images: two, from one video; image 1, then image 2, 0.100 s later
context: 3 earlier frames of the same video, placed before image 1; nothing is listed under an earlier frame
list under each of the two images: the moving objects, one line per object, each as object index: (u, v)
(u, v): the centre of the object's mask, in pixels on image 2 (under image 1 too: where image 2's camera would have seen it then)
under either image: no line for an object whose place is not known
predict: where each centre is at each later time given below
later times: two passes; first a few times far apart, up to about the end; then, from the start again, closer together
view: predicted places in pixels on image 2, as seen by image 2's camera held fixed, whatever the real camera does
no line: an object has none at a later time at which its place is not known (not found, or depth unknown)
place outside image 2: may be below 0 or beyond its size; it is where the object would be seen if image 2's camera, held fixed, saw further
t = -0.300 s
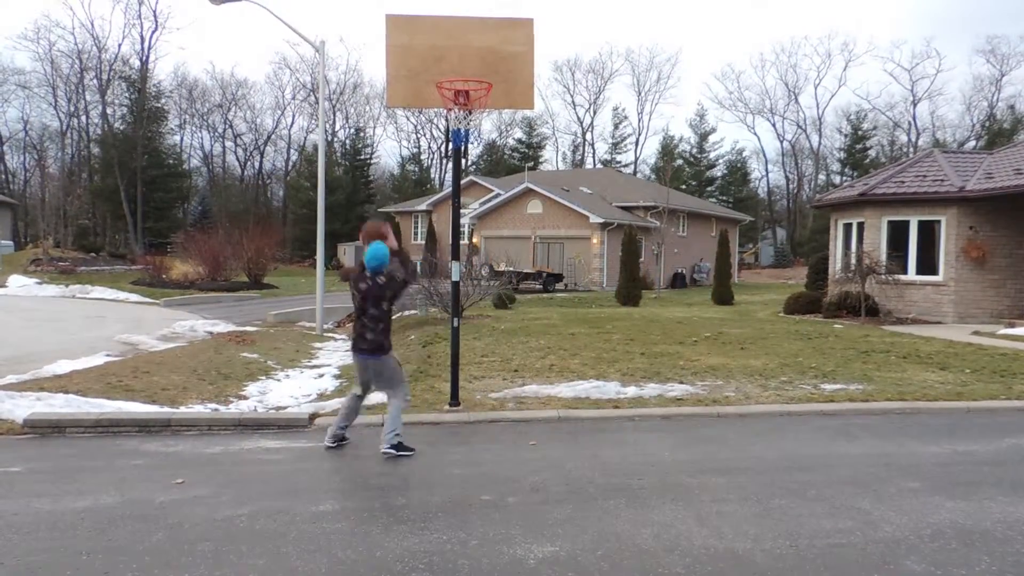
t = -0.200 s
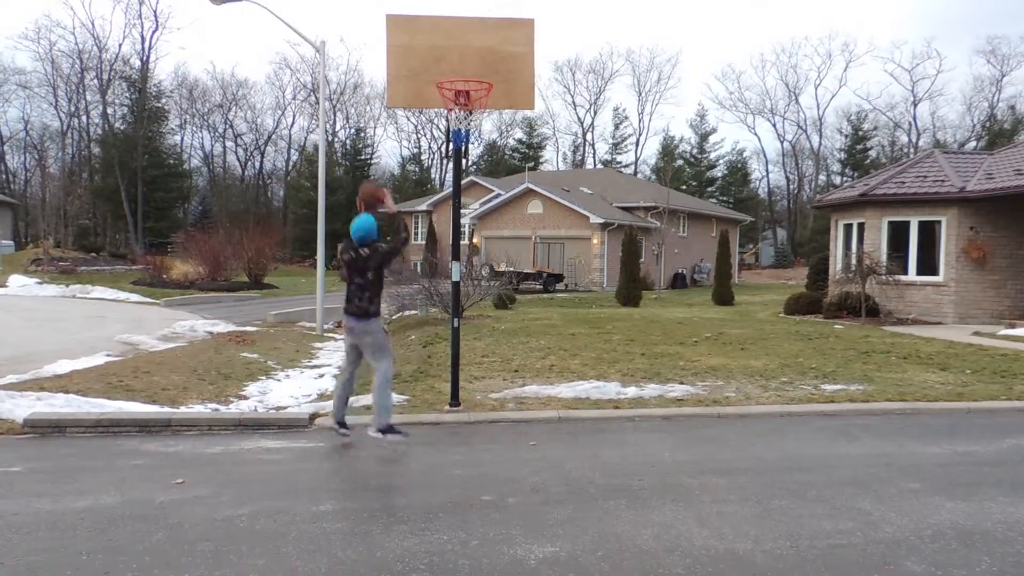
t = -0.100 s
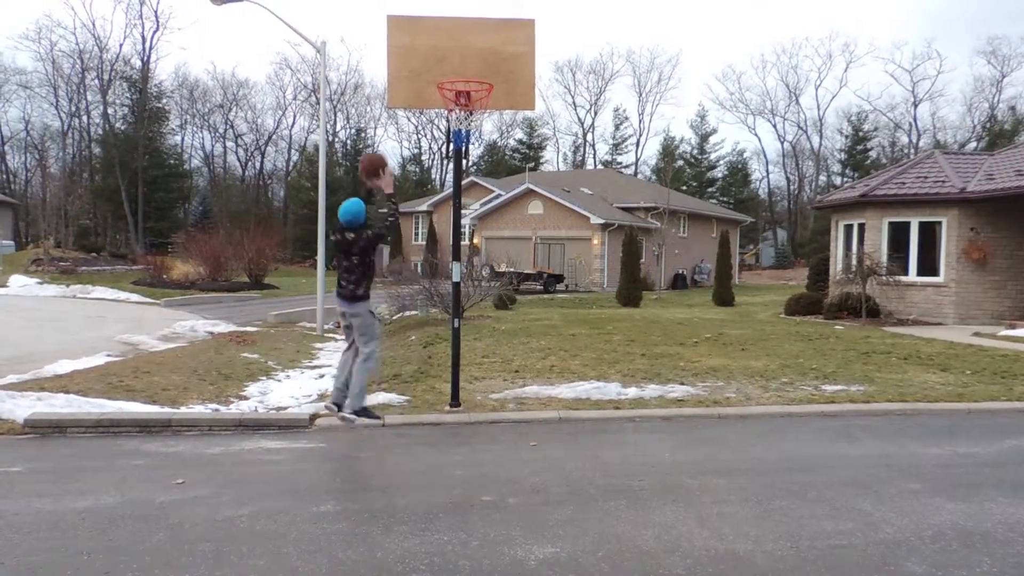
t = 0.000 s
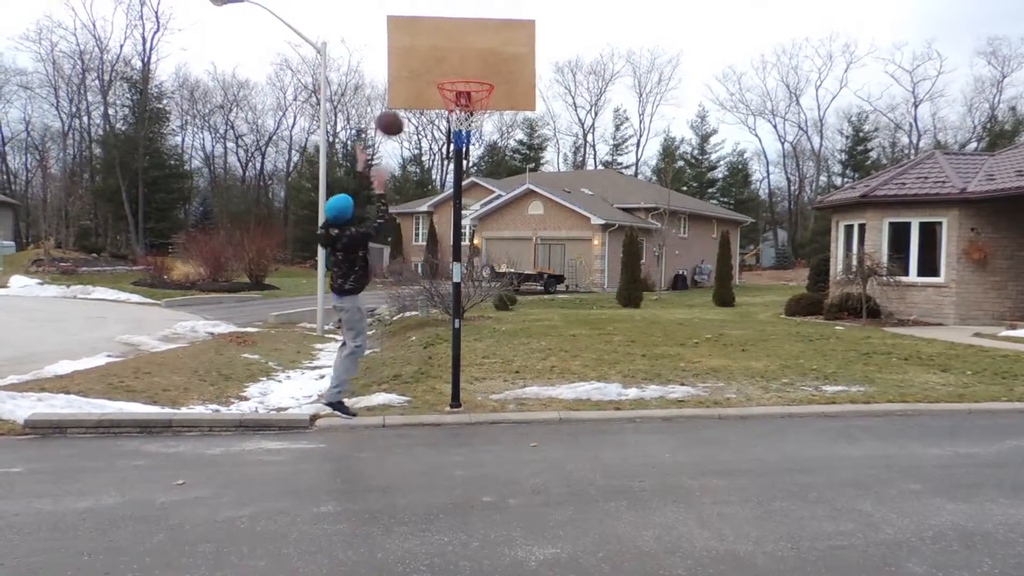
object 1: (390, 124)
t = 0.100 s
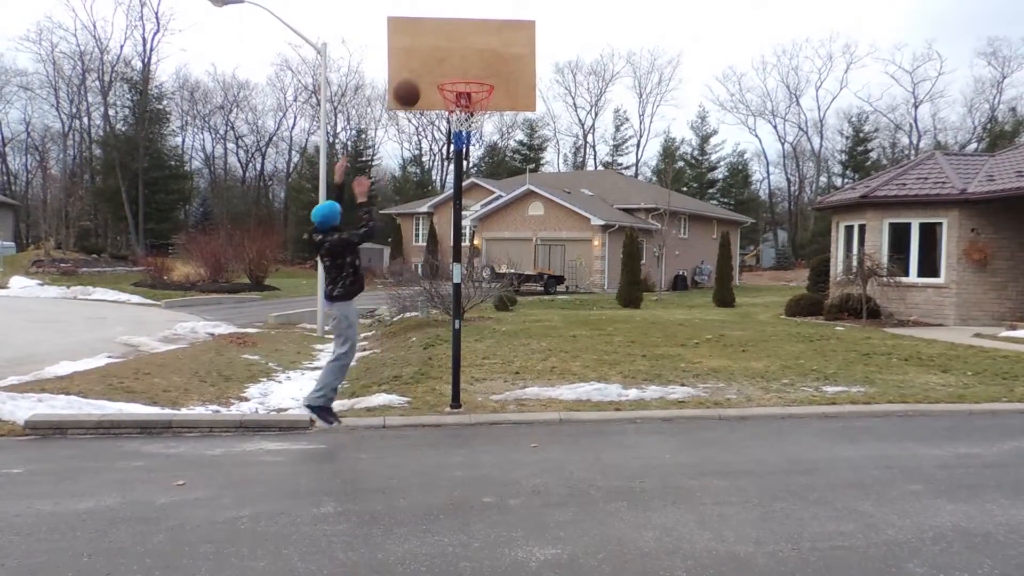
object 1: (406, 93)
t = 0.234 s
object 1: (427, 71)
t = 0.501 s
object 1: (450, 72)
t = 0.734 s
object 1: (473, 110)
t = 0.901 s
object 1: (477, 159)
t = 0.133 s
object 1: (412, 85)
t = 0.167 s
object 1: (417, 80)
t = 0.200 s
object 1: (422, 74)
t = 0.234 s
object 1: (427, 71)
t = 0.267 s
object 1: (432, 69)
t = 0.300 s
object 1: (434, 68)
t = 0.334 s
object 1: (437, 67)
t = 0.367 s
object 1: (440, 69)
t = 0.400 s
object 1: (442, 70)
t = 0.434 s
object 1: (445, 72)
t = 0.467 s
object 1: (448, 73)
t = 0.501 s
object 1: (450, 72)
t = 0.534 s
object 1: (454, 73)
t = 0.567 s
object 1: (456, 75)
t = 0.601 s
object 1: (460, 86)
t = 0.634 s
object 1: (463, 94)
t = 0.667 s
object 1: (467, 99)
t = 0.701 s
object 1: (469, 105)
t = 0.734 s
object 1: (473, 110)
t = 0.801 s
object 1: (478, 135)
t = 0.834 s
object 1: (475, 139)
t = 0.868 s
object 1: (475, 148)
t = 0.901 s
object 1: (477, 159)
